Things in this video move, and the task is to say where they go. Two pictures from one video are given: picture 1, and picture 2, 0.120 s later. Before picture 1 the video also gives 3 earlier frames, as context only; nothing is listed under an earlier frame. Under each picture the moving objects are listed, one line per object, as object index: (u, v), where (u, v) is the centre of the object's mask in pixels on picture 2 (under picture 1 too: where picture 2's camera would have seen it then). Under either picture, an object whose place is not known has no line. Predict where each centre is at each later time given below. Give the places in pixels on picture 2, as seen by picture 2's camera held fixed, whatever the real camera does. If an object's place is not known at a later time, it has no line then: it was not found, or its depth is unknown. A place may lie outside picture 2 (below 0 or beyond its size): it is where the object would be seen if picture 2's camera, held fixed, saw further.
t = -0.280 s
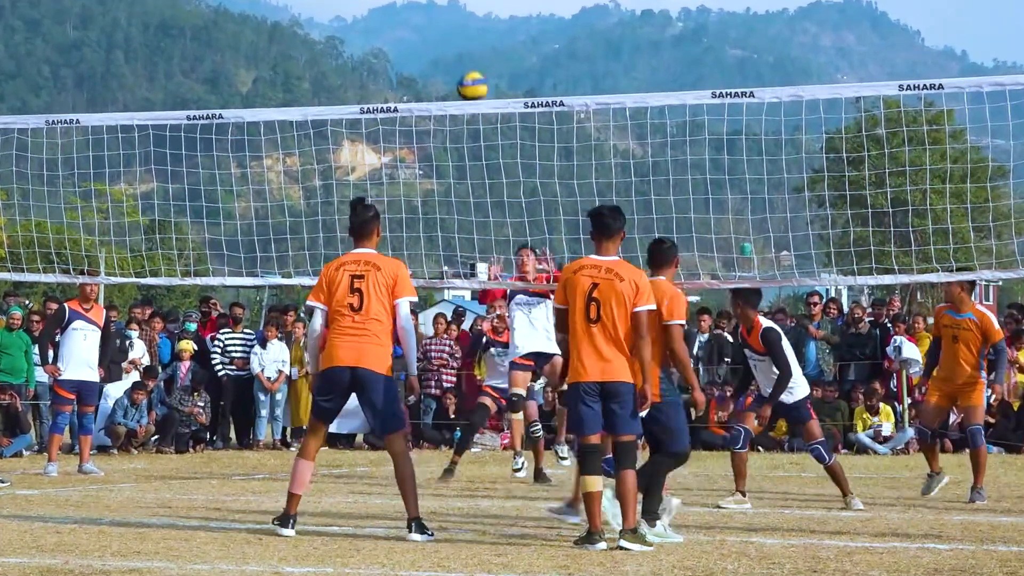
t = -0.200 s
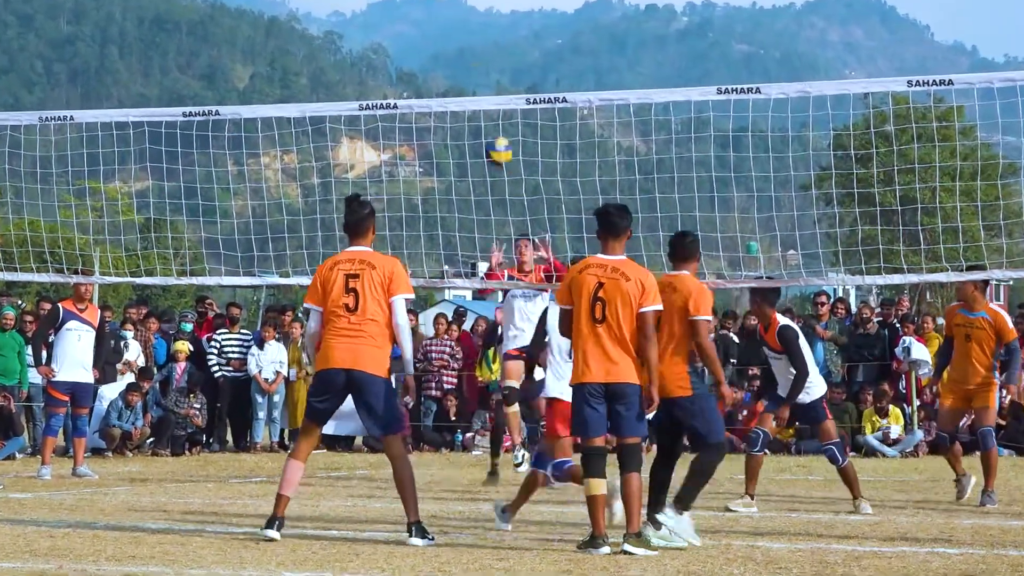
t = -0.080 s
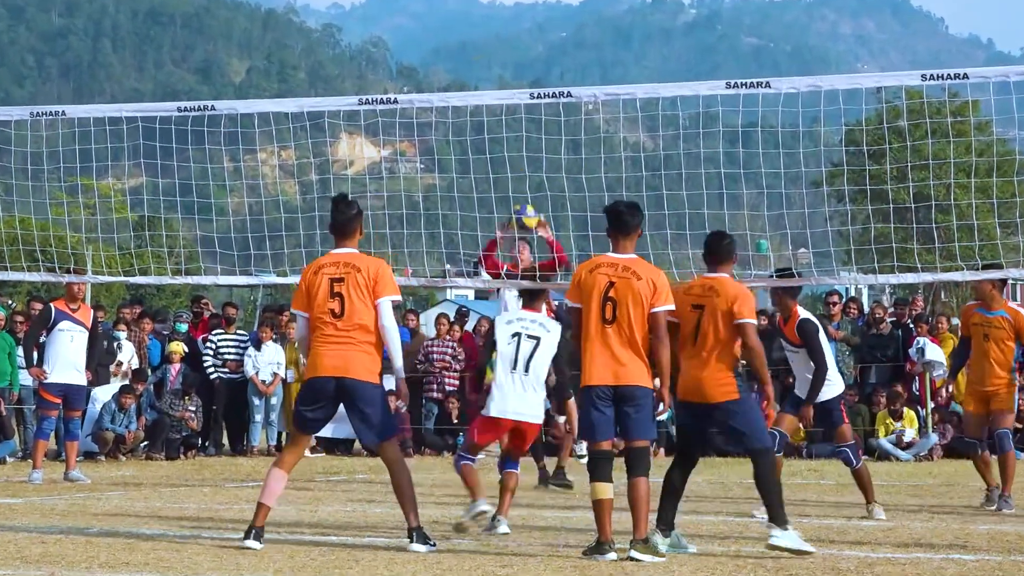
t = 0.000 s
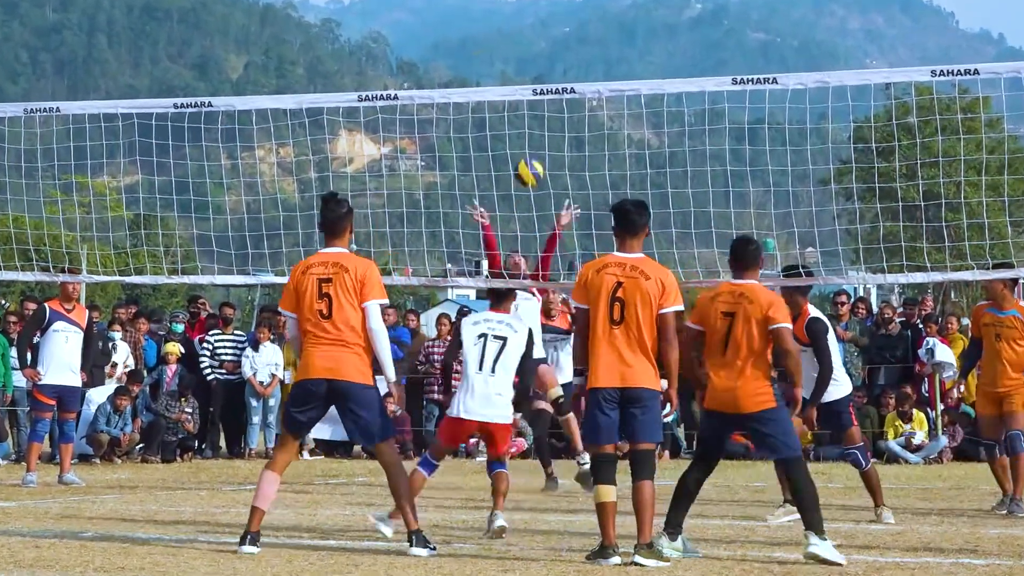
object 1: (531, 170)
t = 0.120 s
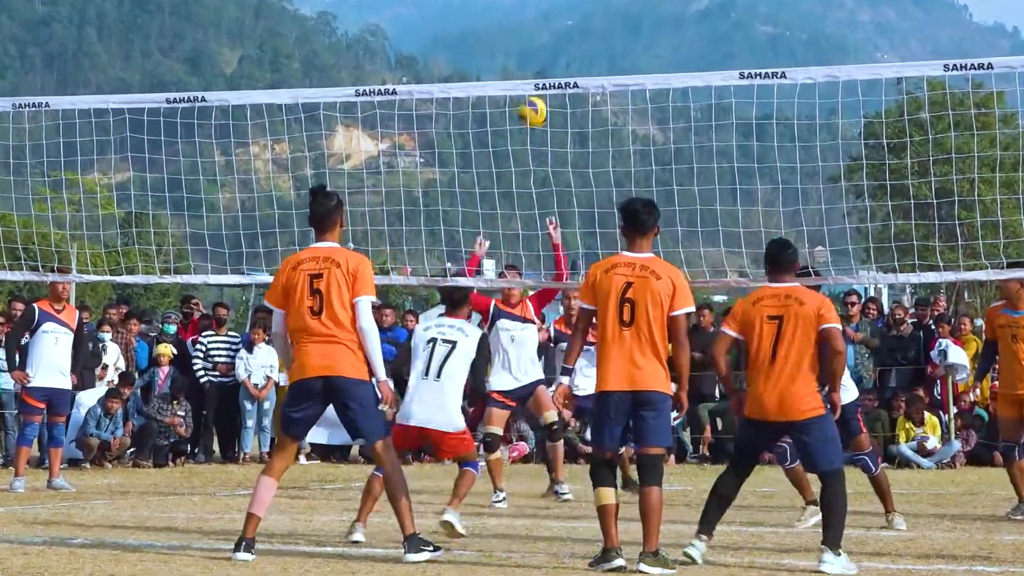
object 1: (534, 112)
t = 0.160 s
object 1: (535, 103)
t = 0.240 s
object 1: (536, 70)
